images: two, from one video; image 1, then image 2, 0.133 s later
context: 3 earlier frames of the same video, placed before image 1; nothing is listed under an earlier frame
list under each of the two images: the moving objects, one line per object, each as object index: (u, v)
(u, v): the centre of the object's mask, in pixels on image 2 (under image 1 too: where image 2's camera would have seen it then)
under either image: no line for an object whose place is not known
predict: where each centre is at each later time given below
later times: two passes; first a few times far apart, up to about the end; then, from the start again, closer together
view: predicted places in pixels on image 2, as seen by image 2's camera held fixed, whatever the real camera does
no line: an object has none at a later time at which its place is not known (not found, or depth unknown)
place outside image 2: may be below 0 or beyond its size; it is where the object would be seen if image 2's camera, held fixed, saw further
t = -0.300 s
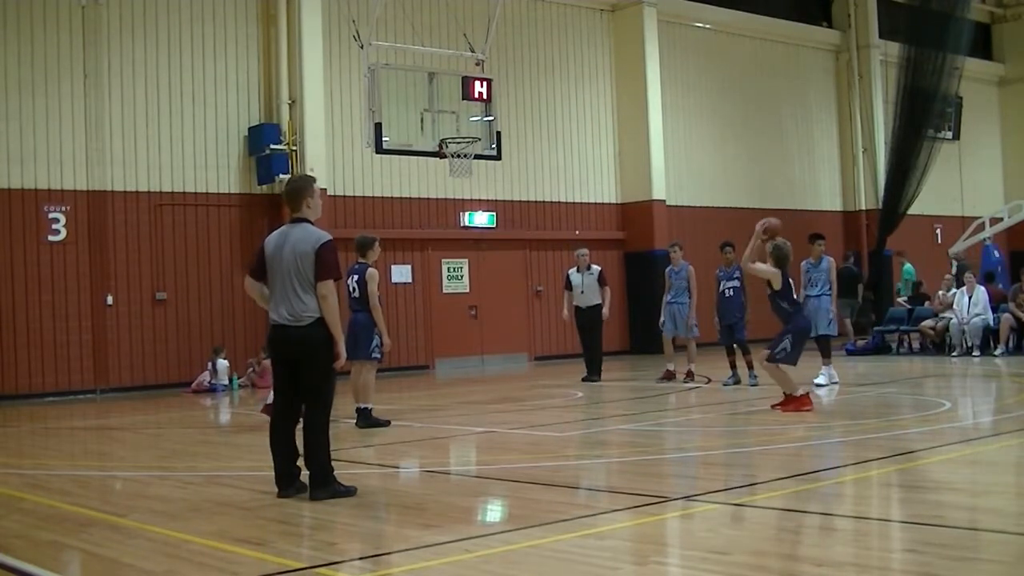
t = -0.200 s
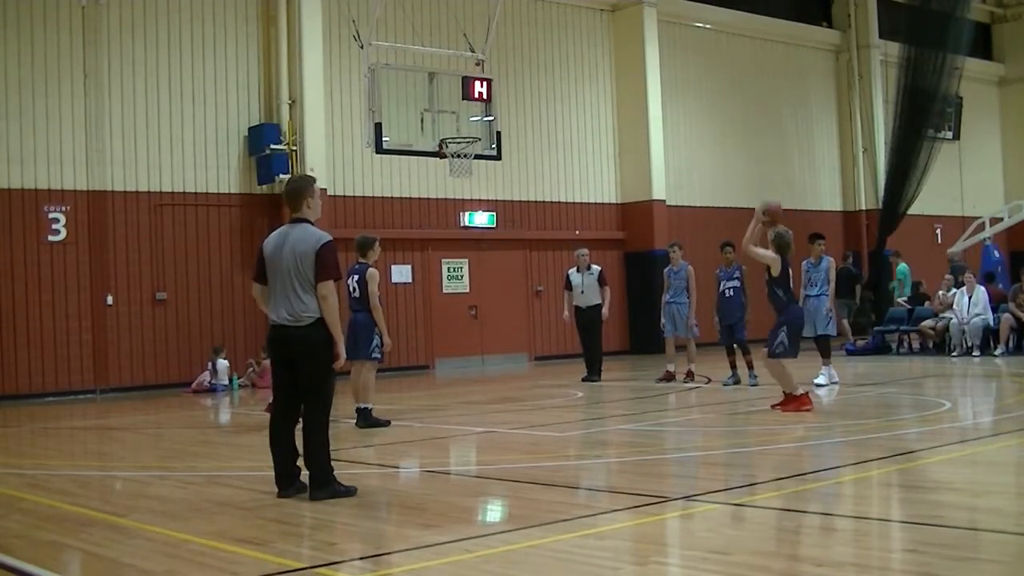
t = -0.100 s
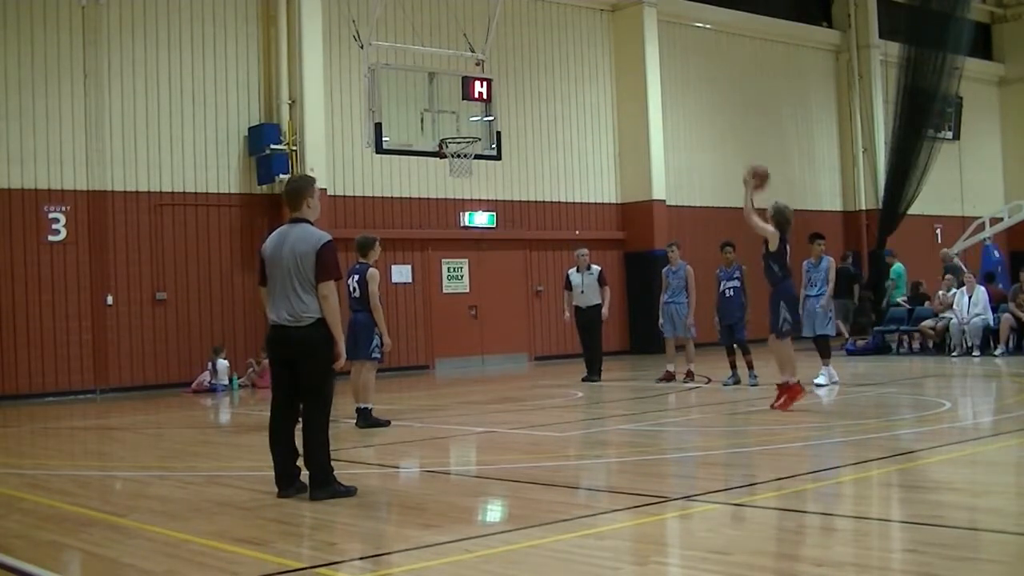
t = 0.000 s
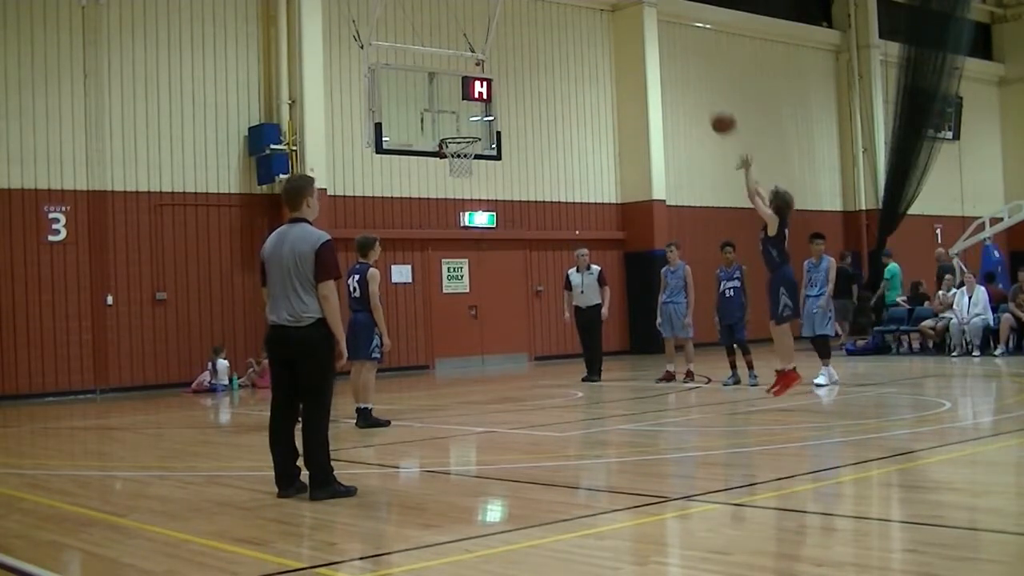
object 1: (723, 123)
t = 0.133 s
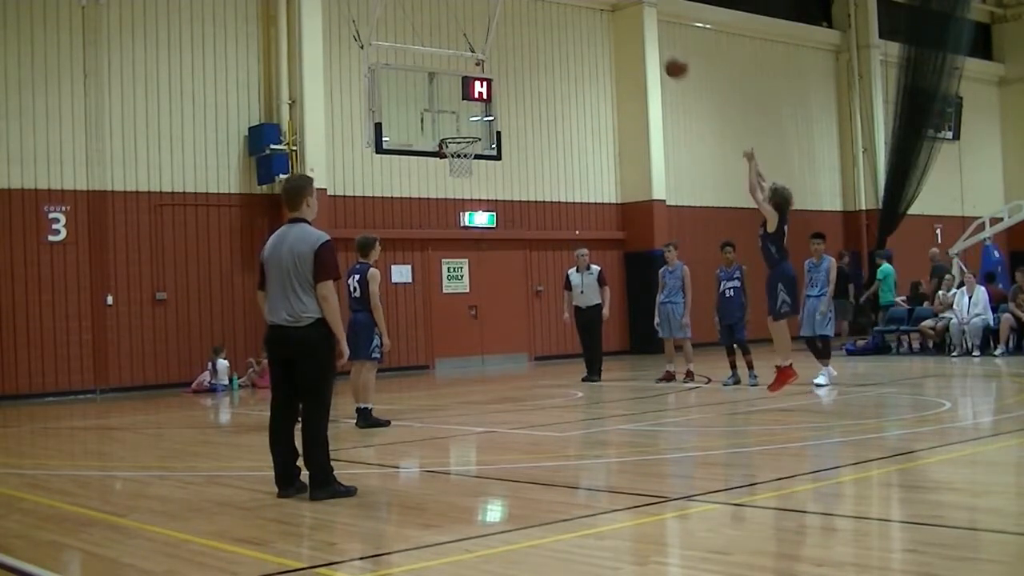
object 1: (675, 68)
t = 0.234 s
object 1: (643, 40)
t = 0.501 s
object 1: (567, 13)
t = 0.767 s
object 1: (502, 49)
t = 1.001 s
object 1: (452, 125)
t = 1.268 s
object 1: (532, 123)
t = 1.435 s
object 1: (590, 141)
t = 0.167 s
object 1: (665, 58)
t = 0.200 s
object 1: (654, 48)
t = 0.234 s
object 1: (643, 40)
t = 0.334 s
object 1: (612, 22)
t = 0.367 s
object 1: (603, 18)
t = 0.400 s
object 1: (593, 16)
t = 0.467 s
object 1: (575, 13)
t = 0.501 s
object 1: (567, 13)
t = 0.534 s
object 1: (557, 15)
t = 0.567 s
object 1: (550, 16)
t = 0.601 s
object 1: (541, 20)
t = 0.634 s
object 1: (533, 23)
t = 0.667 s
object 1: (525, 28)
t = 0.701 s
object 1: (517, 34)
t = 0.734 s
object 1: (509, 41)
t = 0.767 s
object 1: (502, 49)
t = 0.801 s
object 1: (494, 58)
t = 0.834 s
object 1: (487, 67)
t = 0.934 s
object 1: (465, 99)
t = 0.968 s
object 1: (458, 113)
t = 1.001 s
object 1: (452, 125)
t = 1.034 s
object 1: (450, 133)
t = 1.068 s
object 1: (462, 130)
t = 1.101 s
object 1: (474, 127)
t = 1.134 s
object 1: (486, 125)
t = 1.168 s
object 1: (498, 122)
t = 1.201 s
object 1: (509, 122)
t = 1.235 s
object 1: (521, 122)
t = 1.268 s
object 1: (532, 123)
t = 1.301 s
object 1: (545, 125)
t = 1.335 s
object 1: (556, 128)
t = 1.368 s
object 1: (568, 131)
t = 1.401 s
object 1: (579, 136)
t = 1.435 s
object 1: (590, 141)
